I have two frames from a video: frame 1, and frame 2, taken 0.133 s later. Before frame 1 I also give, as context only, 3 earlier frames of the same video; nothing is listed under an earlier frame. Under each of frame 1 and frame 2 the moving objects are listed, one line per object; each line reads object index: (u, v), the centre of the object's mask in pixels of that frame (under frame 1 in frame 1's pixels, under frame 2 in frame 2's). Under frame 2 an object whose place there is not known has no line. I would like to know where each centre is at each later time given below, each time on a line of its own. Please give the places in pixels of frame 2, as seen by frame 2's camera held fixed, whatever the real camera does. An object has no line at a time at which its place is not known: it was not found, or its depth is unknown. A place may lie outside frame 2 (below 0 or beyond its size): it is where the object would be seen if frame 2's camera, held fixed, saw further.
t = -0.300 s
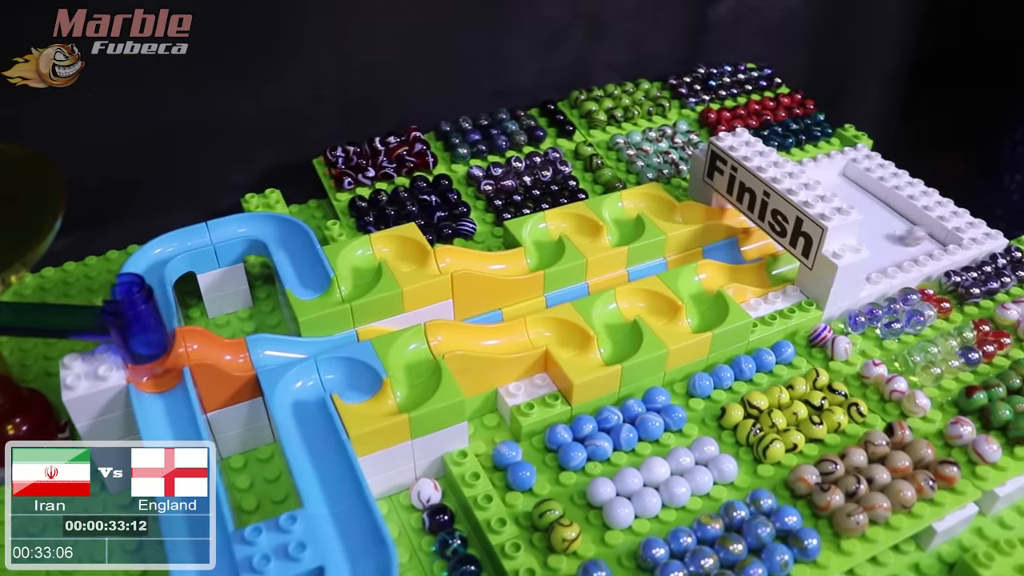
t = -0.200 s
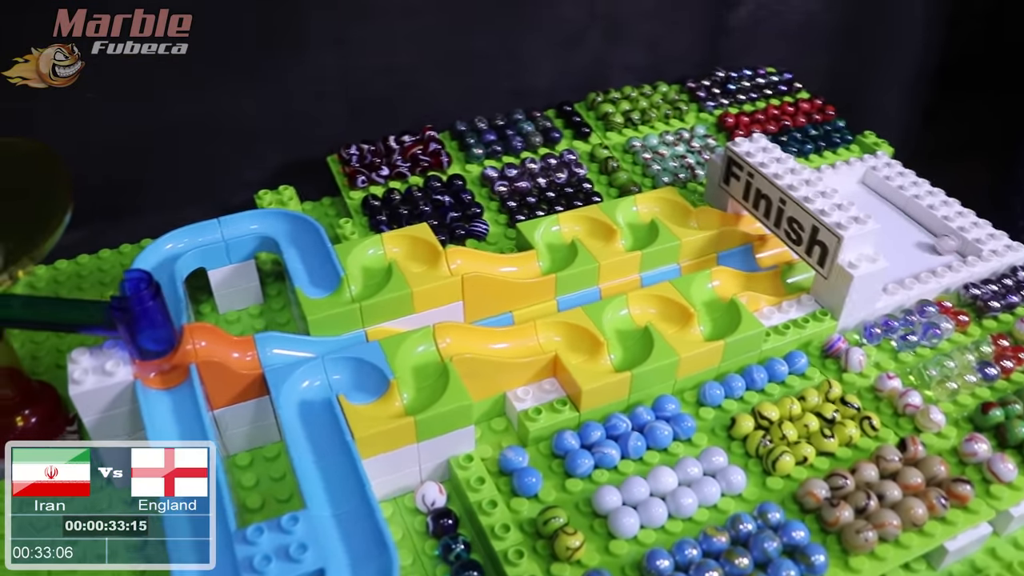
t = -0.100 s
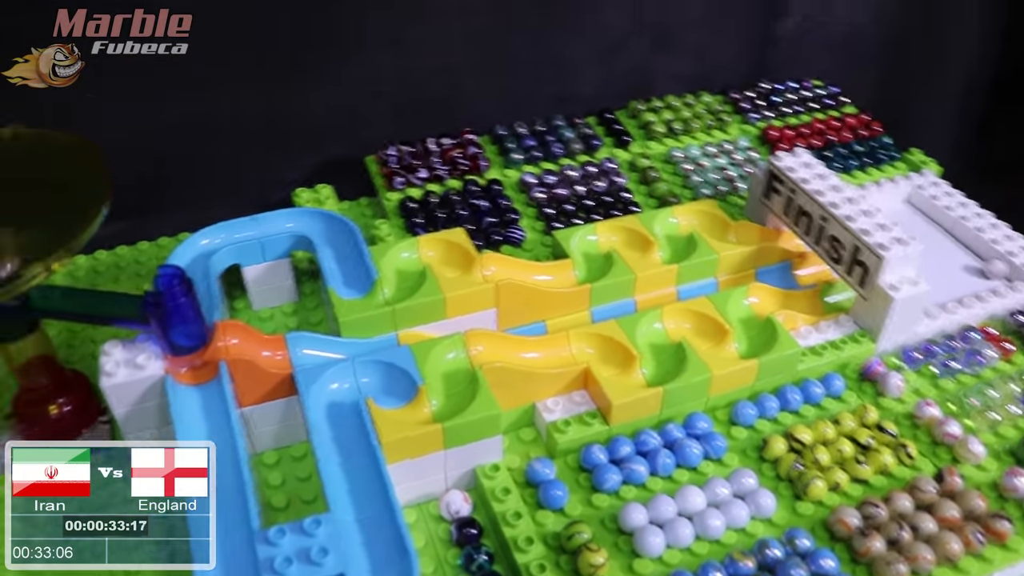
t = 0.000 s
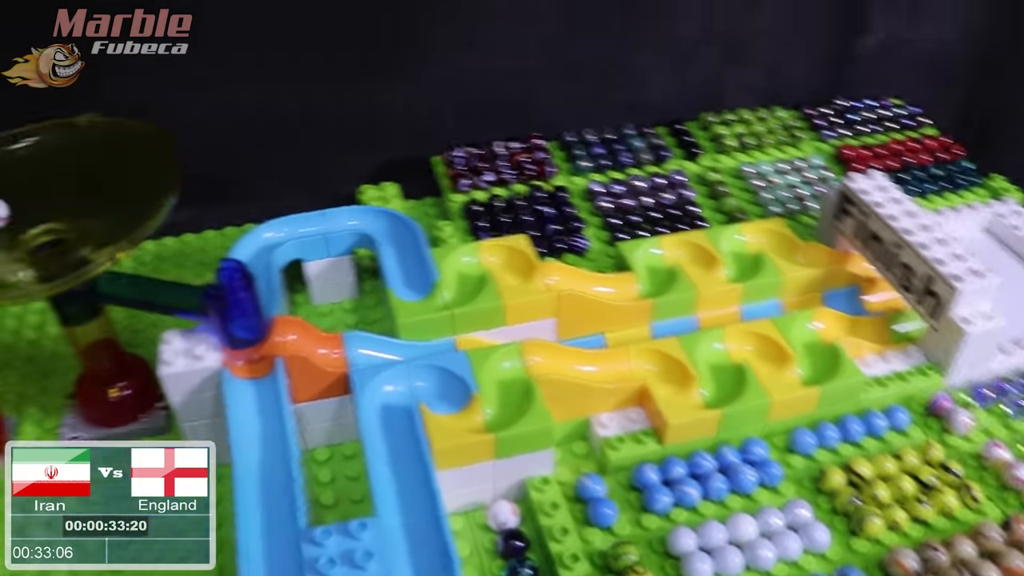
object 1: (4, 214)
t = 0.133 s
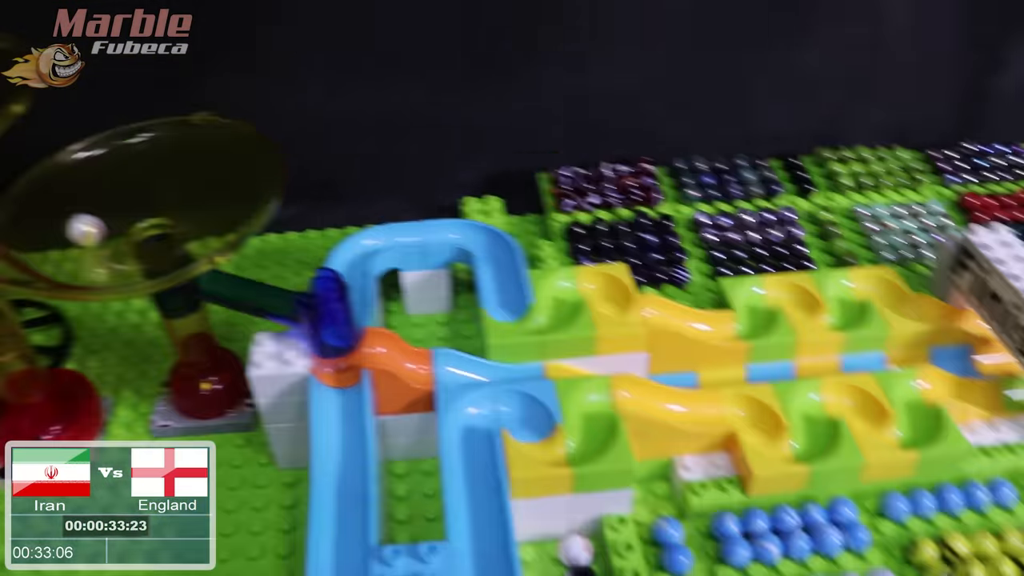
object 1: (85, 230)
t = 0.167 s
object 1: (91, 235)
